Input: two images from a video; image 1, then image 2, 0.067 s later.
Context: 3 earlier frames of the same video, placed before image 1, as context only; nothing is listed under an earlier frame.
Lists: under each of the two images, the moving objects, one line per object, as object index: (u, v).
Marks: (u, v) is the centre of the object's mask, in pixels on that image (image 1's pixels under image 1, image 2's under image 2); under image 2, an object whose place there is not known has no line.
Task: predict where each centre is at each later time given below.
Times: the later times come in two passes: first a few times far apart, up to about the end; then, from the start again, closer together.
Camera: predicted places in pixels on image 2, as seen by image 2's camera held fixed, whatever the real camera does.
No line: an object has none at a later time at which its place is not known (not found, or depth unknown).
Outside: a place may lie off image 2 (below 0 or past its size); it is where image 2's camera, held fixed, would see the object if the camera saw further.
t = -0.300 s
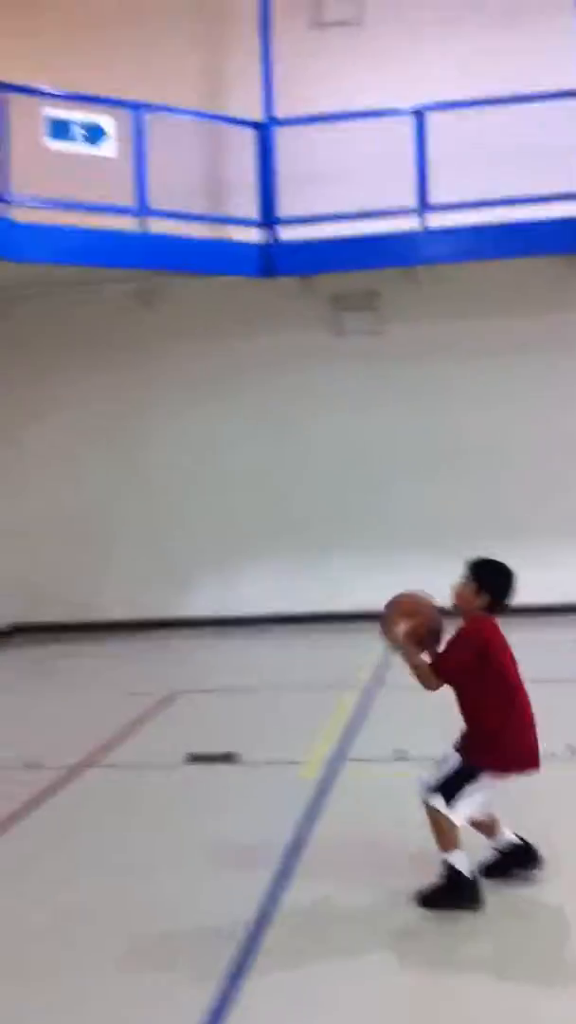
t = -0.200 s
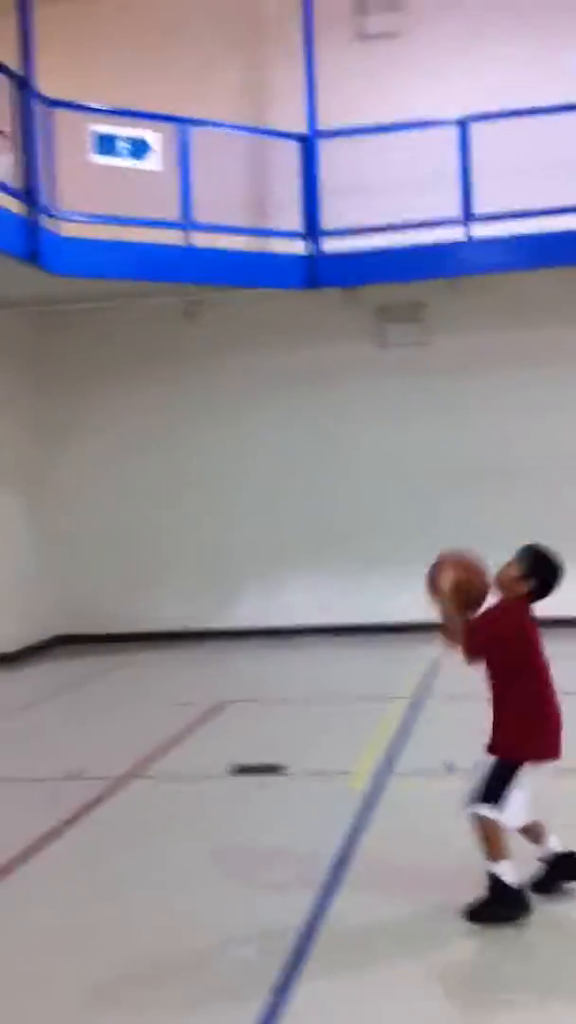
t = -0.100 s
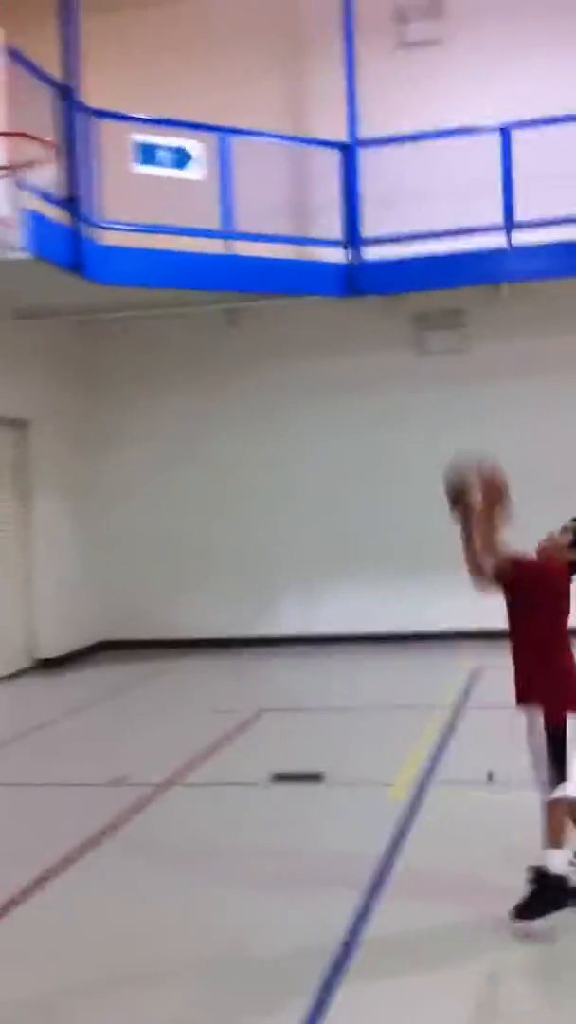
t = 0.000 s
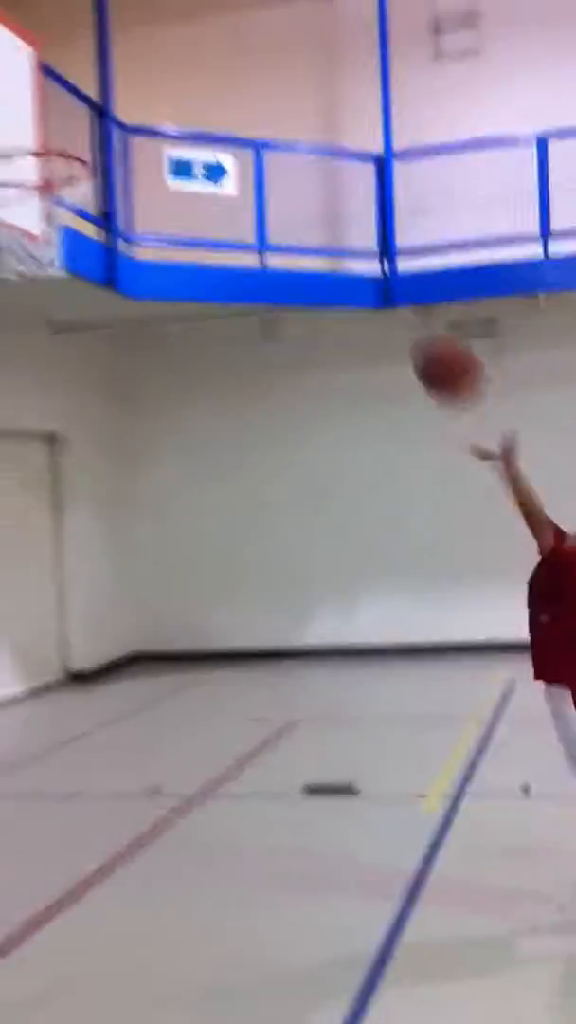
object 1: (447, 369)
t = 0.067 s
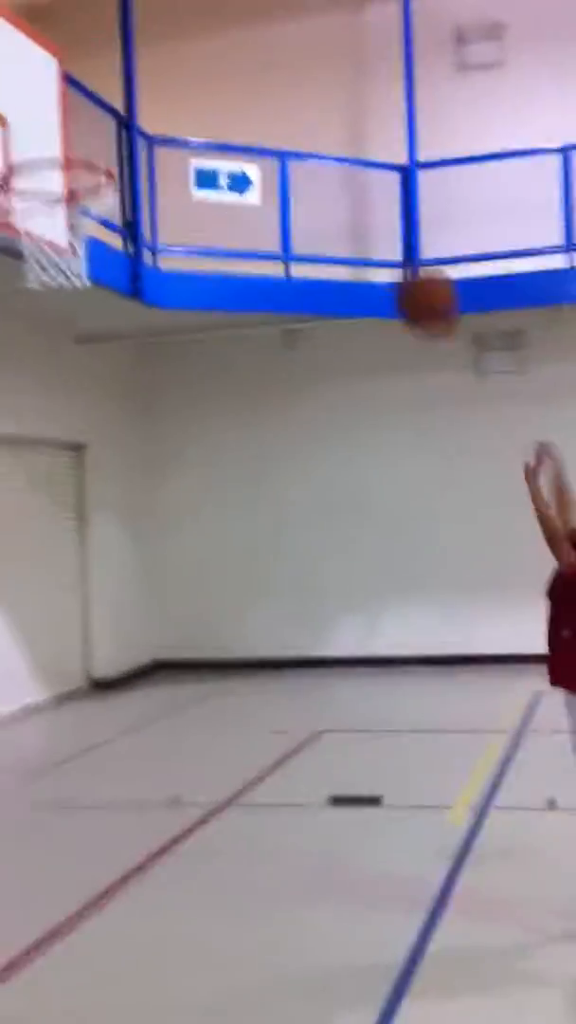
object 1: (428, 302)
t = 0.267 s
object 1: (297, 139)
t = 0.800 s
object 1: (24, 219)
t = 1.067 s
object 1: (43, 391)
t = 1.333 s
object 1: (61, 673)
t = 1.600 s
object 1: (93, 673)
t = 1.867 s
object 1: (135, 500)
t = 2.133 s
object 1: (175, 470)
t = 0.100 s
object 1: (401, 263)
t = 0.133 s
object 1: (378, 229)
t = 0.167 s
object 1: (358, 204)
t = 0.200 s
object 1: (337, 179)
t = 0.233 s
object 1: (316, 158)
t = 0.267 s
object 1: (297, 139)
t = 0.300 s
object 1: (274, 124)
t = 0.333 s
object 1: (255, 112)
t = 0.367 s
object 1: (235, 102)
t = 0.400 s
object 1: (214, 96)
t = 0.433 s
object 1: (196, 92)
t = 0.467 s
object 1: (176, 91)
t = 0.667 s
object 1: (65, 141)
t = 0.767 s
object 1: (26, 200)
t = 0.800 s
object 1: (24, 219)
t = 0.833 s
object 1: (22, 240)
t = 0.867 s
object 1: (20, 271)
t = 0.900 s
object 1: (25, 280)
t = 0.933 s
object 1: (27, 292)
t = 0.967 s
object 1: (30, 317)
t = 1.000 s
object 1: (36, 340)
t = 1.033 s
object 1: (40, 365)
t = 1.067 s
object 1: (43, 391)
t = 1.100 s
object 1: (46, 418)
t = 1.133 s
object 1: (46, 451)
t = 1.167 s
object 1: (52, 483)
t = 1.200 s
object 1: (55, 520)
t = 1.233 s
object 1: (56, 555)
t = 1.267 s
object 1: (62, 592)
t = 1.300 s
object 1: (58, 632)
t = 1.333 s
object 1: (61, 673)
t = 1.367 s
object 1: (69, 726)
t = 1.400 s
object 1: (71, 769)
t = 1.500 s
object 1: (80, 783)
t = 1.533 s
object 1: (84, 741)
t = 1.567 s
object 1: (94, 711)
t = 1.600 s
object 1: (93, 673)
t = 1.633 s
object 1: (101, 642)
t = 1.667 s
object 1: (106, 617)
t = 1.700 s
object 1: (111, 592)
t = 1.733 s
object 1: (114, 570)
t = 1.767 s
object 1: (120, 548)
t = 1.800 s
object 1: (126, 530)
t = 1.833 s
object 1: (130, 514)
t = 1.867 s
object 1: (135, 500)
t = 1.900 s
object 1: (140, 490)
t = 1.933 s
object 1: (145, 481)
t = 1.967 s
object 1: (149, 474)
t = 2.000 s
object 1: (154, 469)
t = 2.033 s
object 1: (159, 466)
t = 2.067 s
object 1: (163, 466)
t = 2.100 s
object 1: (169, 467)
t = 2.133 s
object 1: (175, 470)
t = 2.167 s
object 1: (181, 475)
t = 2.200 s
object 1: (186, 483)
